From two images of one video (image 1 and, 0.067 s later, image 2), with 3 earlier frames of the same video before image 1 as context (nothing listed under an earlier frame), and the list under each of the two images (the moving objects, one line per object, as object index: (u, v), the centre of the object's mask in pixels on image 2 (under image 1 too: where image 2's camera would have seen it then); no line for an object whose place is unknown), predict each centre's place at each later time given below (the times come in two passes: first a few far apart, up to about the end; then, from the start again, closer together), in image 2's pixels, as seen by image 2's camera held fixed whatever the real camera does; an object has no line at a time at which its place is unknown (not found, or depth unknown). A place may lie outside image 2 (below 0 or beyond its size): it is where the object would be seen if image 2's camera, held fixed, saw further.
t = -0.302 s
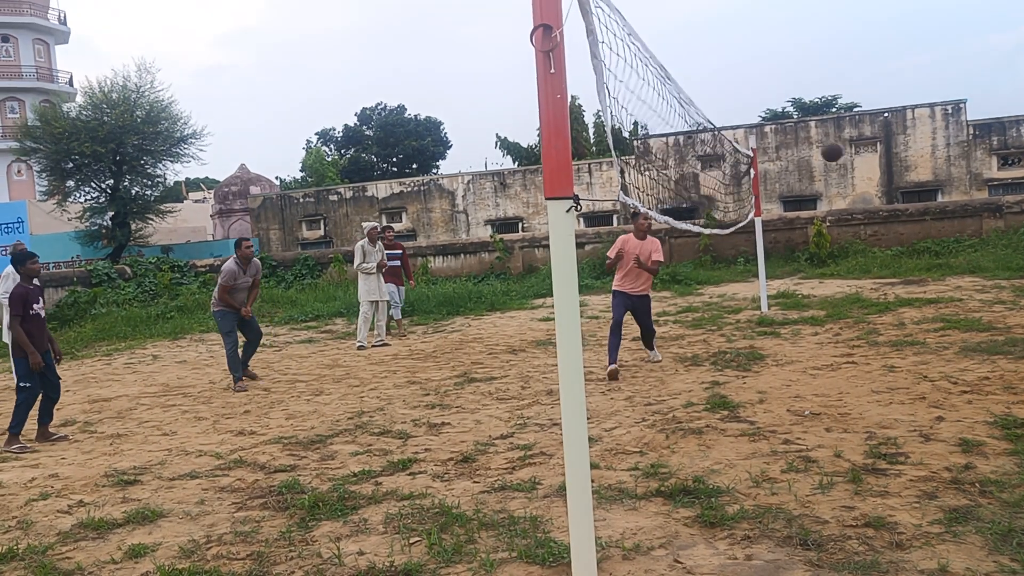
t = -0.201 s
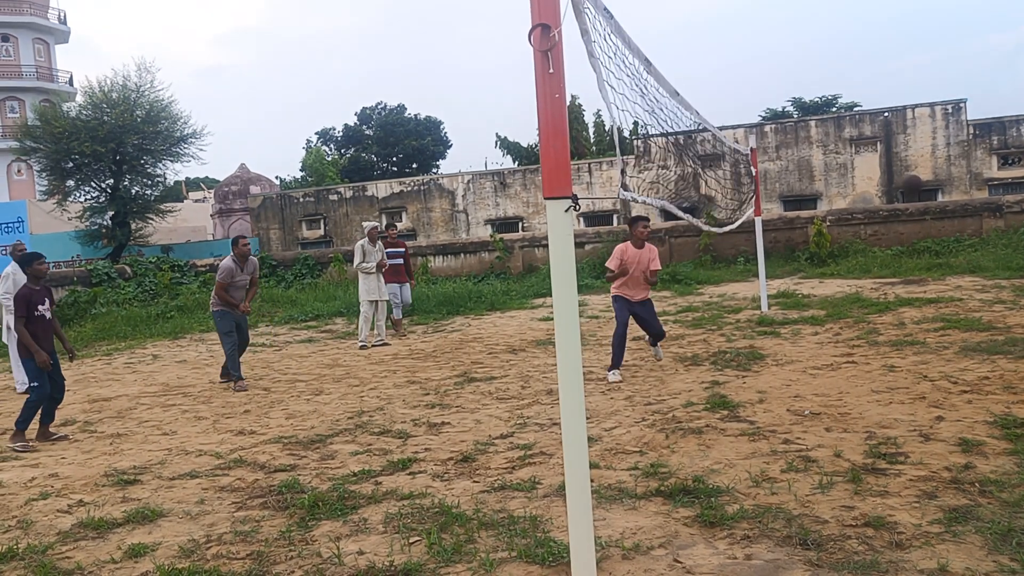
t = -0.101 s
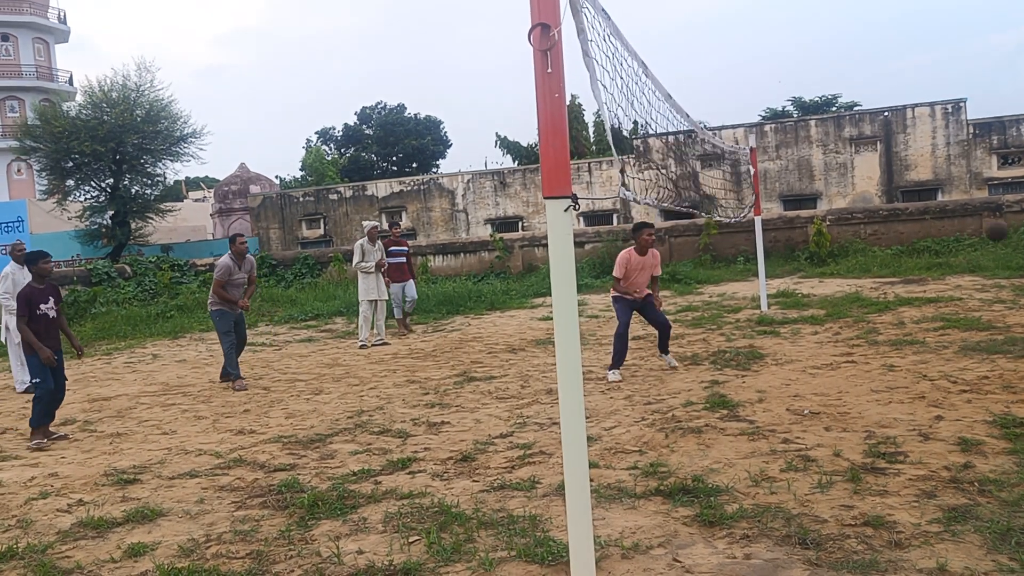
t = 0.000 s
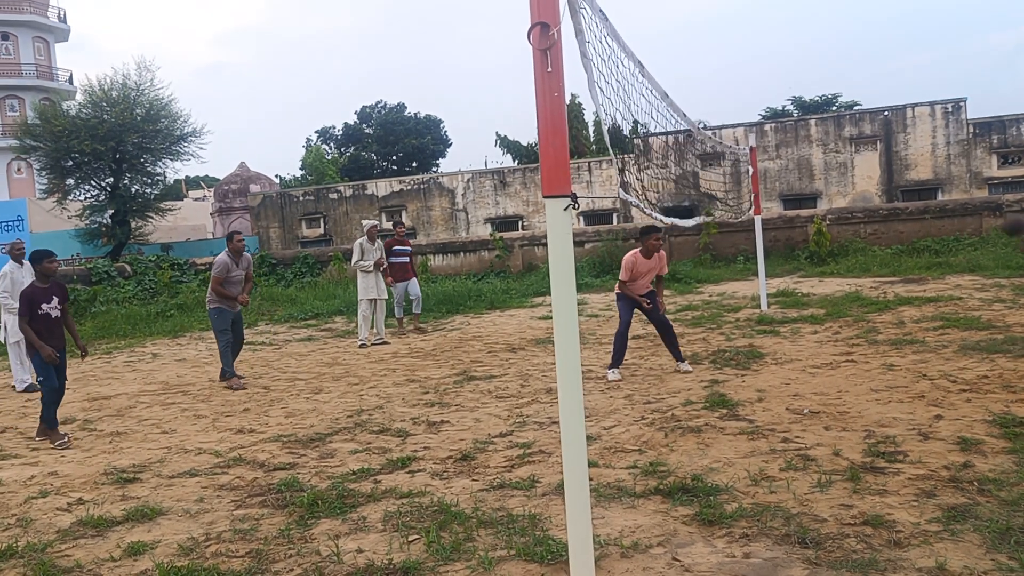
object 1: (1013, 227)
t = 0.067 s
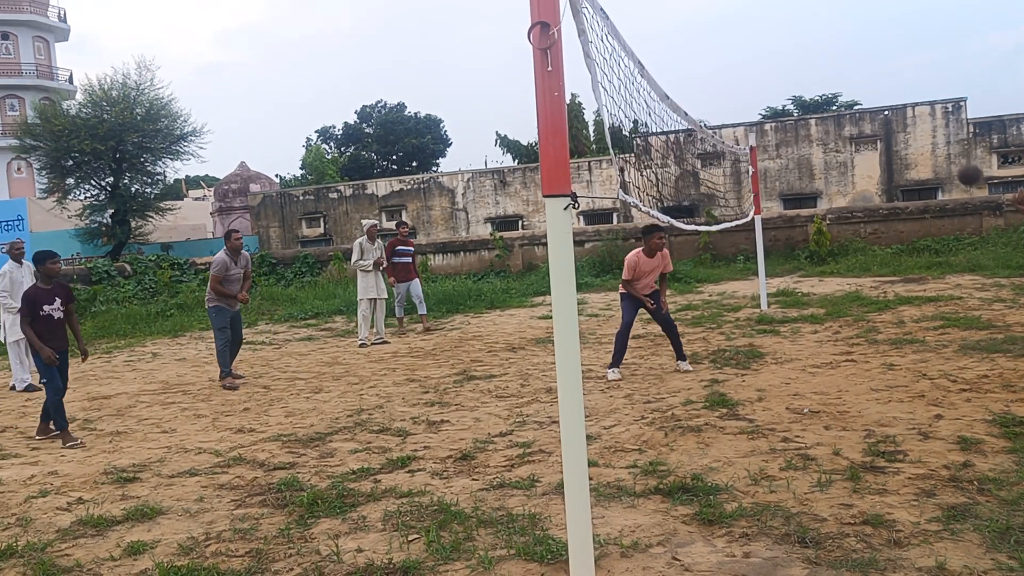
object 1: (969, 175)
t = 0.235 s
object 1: (857, 71)
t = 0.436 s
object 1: (721, 3)
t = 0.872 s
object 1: (430, 11)
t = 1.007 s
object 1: (341, 69)
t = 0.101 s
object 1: (948, 152)
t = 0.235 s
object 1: (857, 71)
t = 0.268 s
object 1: (834, 55)
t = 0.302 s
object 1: (811, 40)
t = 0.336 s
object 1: (789, 26)
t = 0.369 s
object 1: (767, 13)
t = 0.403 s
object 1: (744, 7)
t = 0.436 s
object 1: (721, 3)
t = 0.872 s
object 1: (430, 11)
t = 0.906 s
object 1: (408, 21)
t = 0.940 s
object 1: (385, 36)
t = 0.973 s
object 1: (363, 52)
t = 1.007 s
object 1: (341, 69)
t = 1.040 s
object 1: (320, 88)
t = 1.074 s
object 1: (298, 109)
